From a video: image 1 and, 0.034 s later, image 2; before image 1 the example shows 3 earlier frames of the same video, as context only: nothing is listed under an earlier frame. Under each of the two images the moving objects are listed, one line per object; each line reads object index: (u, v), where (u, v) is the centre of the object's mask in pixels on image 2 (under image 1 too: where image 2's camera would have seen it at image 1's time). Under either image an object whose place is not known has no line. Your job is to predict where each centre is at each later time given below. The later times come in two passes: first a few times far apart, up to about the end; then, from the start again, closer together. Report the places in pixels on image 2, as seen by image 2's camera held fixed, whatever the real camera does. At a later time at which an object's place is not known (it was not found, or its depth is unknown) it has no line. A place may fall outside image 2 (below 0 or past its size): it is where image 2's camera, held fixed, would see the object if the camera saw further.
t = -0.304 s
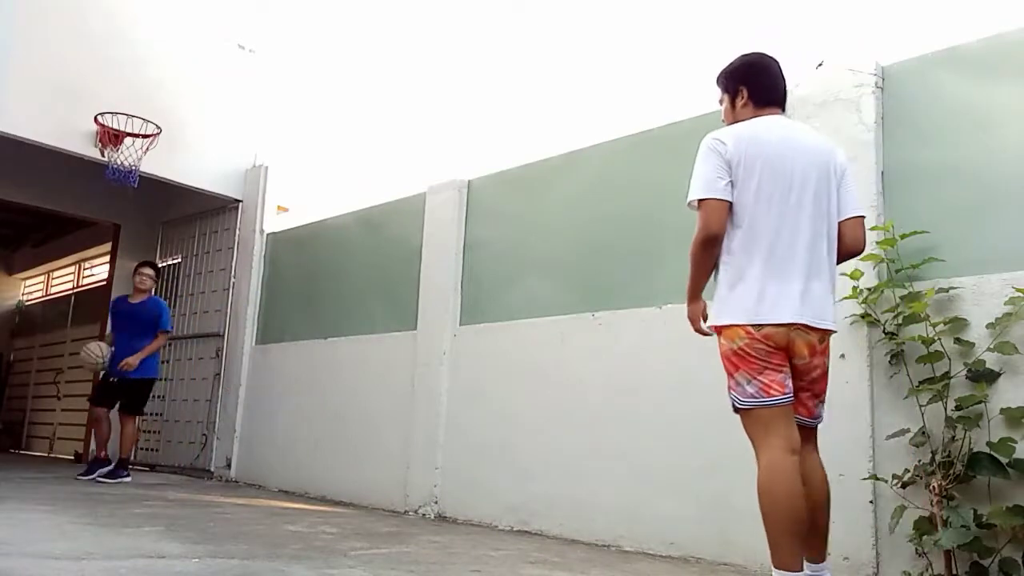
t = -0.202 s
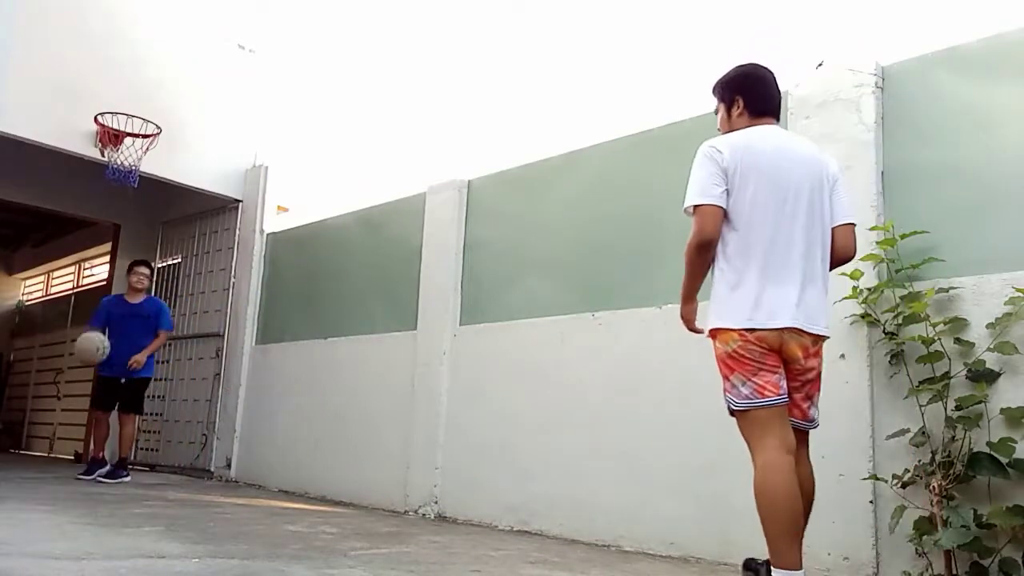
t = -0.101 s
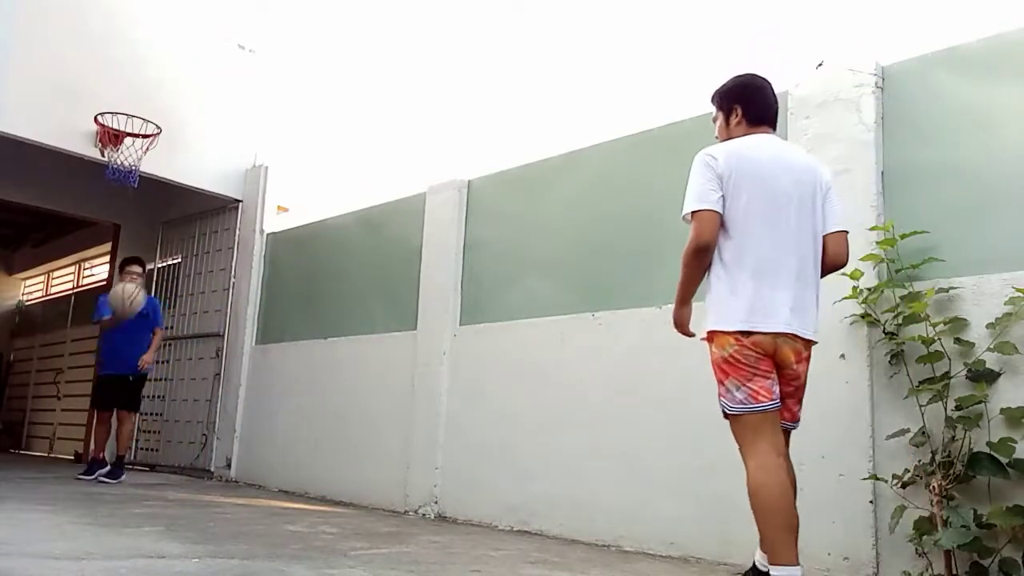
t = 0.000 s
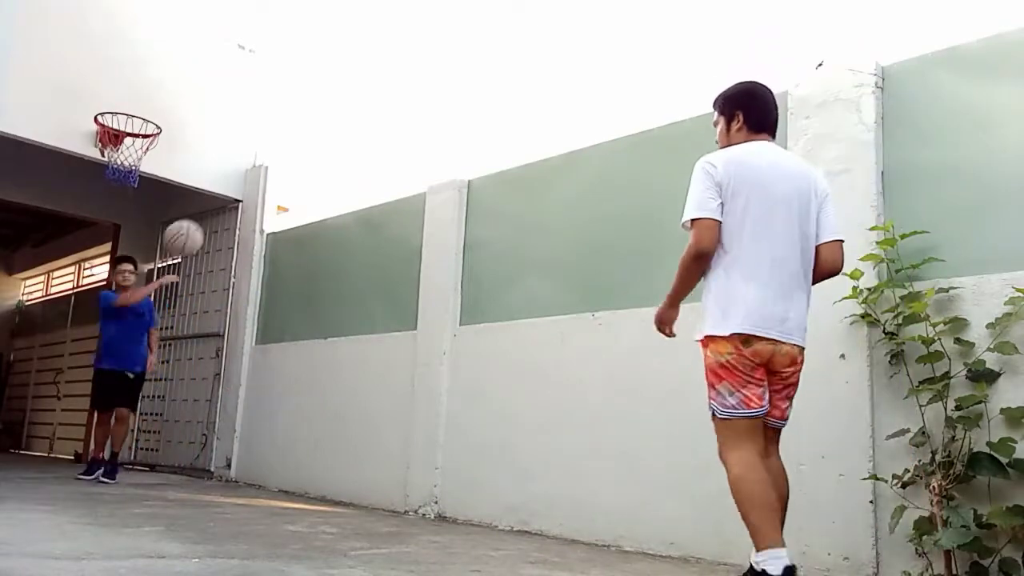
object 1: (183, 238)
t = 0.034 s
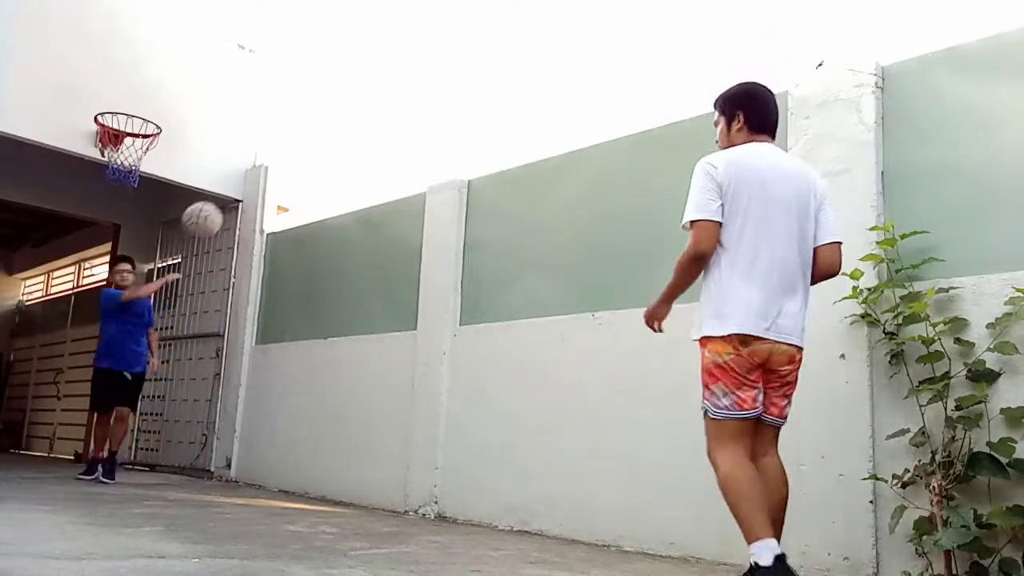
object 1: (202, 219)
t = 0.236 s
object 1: (320, 137)
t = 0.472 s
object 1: (479, 104)
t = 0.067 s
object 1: (221, 203)
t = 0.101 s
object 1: (241, 188)
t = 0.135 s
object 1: (259, 173)
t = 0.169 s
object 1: (279, 160)
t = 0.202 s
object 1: (300, 148)
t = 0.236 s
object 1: (320, 137)
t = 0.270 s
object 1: (341, 127)
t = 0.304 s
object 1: (363, 120)
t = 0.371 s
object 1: (408, 108)
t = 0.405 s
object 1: (431, 105)
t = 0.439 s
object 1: (455, 104)
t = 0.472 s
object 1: (479, 104)
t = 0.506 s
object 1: (505, 107)
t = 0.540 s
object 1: (532, 112)
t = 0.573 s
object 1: (560, 118)
